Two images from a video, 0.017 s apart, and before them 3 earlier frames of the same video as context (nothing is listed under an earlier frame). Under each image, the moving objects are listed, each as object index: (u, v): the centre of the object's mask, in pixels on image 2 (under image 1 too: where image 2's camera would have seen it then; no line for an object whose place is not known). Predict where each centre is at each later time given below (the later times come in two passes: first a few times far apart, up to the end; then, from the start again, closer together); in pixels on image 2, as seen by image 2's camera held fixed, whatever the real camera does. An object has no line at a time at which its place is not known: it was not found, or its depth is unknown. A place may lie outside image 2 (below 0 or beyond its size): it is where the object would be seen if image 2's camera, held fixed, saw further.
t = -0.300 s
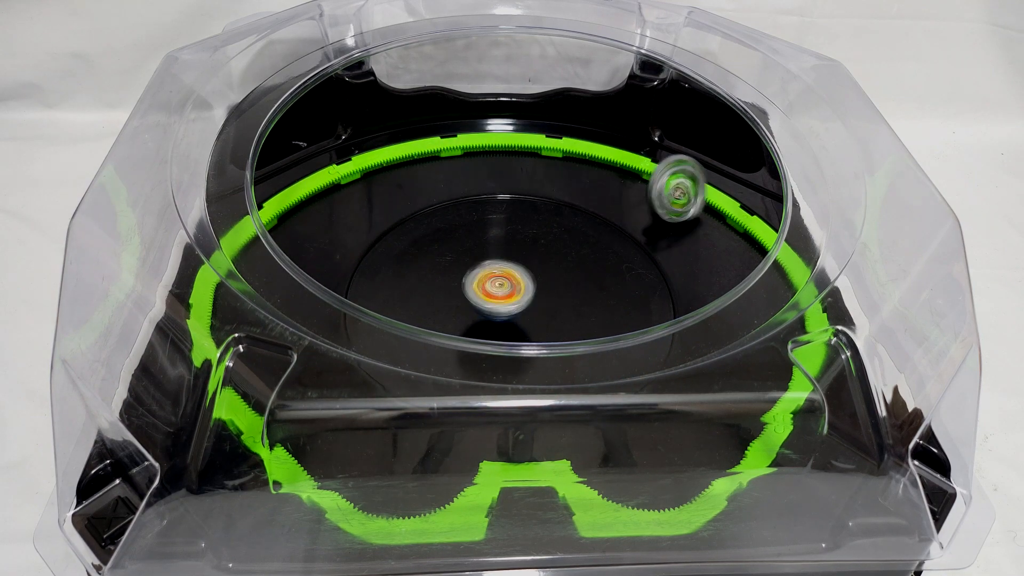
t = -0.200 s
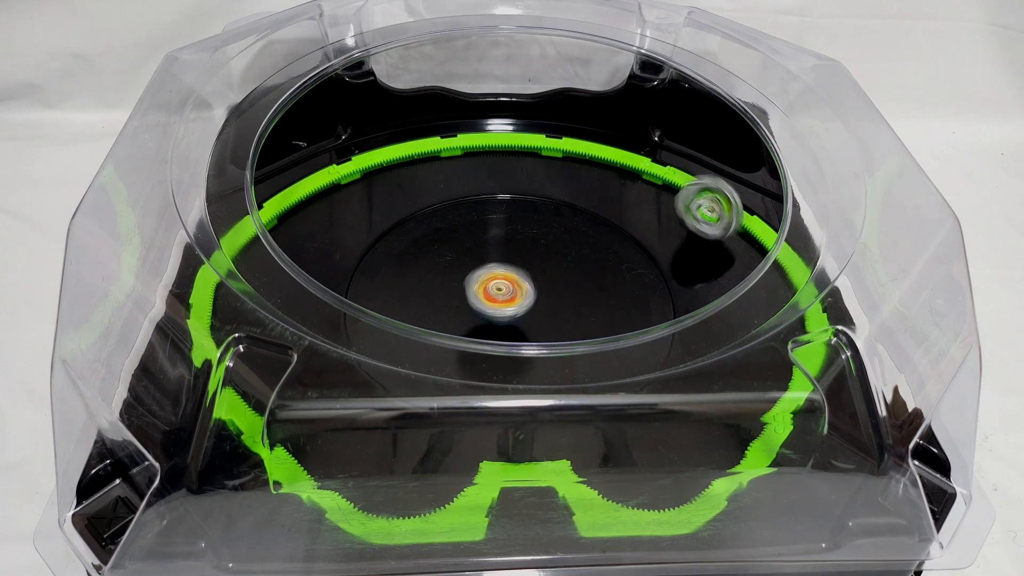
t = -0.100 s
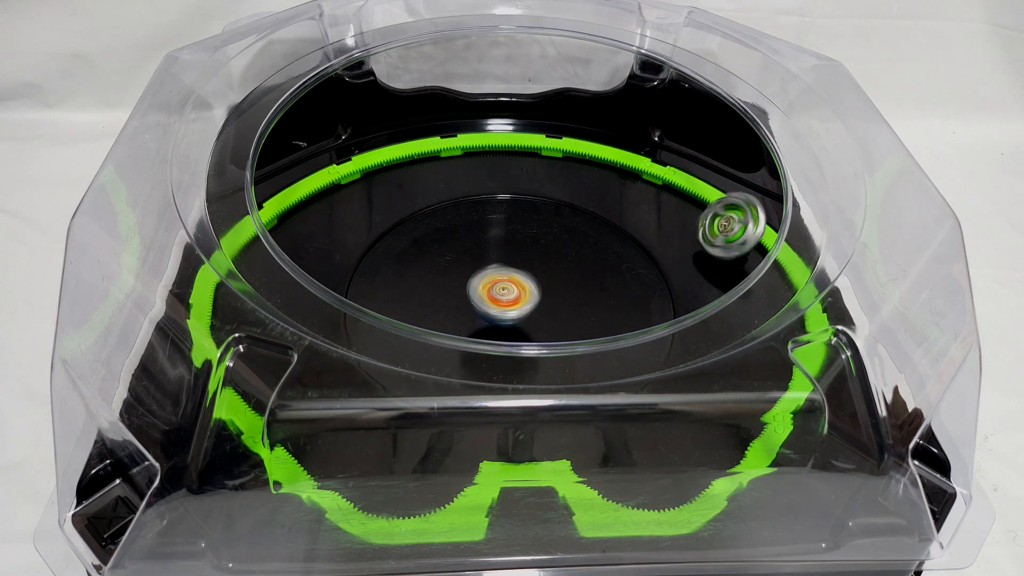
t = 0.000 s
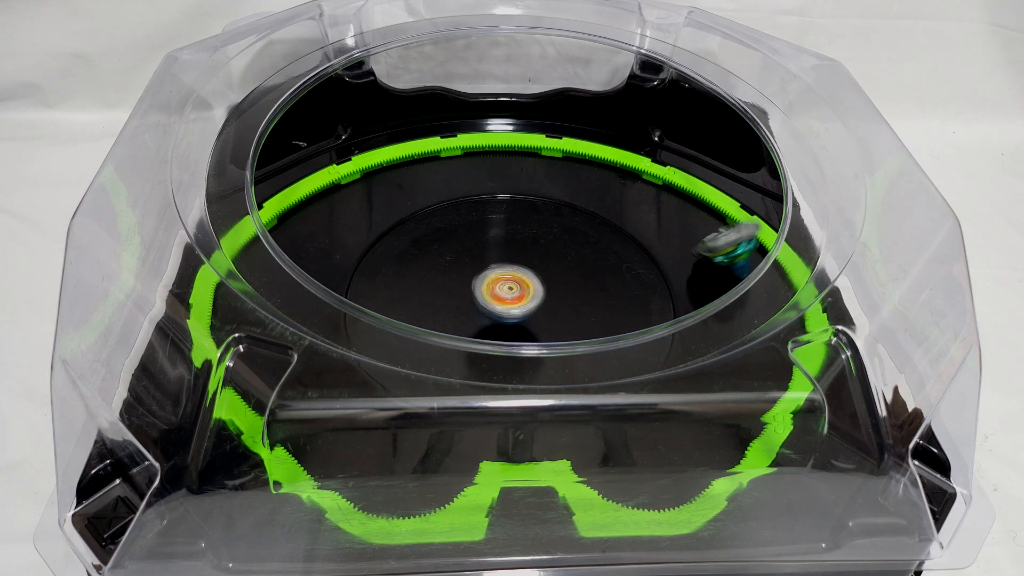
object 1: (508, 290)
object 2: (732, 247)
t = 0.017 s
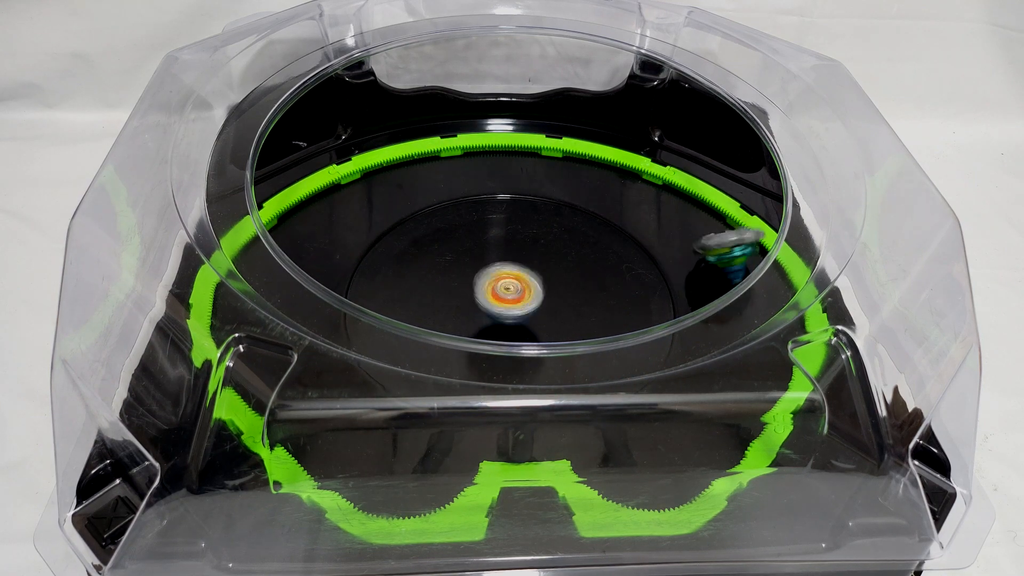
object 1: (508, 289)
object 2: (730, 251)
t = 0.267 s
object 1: (507, 279)
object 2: (723, 255)
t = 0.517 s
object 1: (497, 274)
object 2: (725, 257)
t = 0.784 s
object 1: (501, 281)
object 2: (722, 255)
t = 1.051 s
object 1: (518, 283)
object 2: (721, 256)
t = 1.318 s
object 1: (515, 277)
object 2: (720, 258)
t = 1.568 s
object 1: (502, 282)
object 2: (719, 259)
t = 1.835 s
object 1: (500, 288)
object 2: (719, 260)
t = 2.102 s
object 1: (506, 285)
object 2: (719, 260)
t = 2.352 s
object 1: (506, 278)
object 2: (719, 260)
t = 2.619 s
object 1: (501, 275)
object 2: (719, 260)
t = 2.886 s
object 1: (503, 281)
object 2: (719, 260)
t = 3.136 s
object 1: (516, 283)
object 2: (719, 260)
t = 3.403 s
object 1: (512, 281)
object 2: (719, 260)
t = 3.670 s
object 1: (499, 284)
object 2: (719, 260)
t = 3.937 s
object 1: (501, 288)
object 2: (719, 260)
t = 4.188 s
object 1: (506, 283)
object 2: (719, 260)
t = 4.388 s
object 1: (509, 278)
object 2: (719, 260)
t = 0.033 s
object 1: (508, 289)
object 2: (728, 253)
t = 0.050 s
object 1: (509, 289)
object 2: (726, 254)
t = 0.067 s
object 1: (509, 288)
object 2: (725, 253)
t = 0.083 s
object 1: (509, 287)
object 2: (723, 254)
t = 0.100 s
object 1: (508, 285)
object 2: (721, 255)
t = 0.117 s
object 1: (509, 285)
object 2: (721, 254)
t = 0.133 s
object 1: (510, 285)
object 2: (720, 254)
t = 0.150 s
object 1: (510, 283)
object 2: (719, 255)
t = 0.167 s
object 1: (510, 283)
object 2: (720, 254)
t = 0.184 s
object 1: (510, 283)
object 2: (720, 255)
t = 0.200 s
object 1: (510, 283)
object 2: (720, 255)
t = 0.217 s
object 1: (509, 281)
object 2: (721, 255)
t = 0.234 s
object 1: (507, 279)
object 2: (722, 256)
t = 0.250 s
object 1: (507, 279)
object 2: (722, 256)
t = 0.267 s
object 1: (507, 279)
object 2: (723, 255)
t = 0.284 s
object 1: (506, 278)
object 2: (724, 256)
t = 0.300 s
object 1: (506, 277)
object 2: (725, 256)
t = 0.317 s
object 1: (504, 277)
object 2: (725, 256)
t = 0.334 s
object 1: (504, 278)
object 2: (725, 257)
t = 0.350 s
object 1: (504, 277)
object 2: (725, 257)
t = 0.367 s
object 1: (503, 275)
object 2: (726, 257)
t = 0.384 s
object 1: (502, 275)
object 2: (726, 257)
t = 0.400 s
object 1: (501, 275)
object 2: (726, 257)
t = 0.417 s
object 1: (501, 275)
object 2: (726, 257)
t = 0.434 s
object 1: (500, 275)
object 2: (726, 257)
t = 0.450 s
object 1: (499, 274)
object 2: (726, 257)
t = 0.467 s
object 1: (499, 276)
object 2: (726, 257)
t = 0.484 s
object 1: (499, 274)
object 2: (726, 257)
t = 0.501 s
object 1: (498, 274)
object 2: (725, 257)
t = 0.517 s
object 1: (497, 274)
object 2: (725, 257)
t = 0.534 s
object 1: (497, 275)
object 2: (725, 256)
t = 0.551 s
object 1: (496, 275)
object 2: (725, 256)
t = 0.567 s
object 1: (496, 275)
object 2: (724, 256)
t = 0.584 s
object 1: (495, 275)
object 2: (724, 256)
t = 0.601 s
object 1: (496, 277)
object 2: (724, 255)
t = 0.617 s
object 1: (497, 277)
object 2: (723, 255)
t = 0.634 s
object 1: (496, 276)
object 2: (723, 254)
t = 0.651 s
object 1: (496, 277)
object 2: (723, 254)
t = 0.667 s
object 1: (497, 278)
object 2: (722, 254)
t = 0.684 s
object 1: (497, 279)
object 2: (722, 254)
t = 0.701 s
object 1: (497, 279)
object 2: (722, 254)
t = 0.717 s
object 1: (497, 280)
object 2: (722, 254)
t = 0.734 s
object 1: (499, 281)
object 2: (722, 254)
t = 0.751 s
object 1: (500, 280)
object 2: (722, 255)
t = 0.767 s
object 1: (500, 280)
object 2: (722, 255)
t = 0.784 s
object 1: (501, 281)
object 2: (722, 255)
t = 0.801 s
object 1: (502, 282)
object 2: (722, 255)
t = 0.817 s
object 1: (502, 282)
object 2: (722, 255)
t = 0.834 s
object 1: (503, 283)
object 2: (722, 255)
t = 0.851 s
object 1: (504, 284)
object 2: (722, 255)
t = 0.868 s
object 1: (505, 284)
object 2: (722, 254)
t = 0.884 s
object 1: (506, 283)
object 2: (722, 255)
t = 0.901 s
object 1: (507, 283)
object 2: (721, 255)
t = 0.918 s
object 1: (509, 284)
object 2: (721, 255)
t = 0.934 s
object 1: (510, 285)
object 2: (721, 255)
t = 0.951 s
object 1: (511, 284)
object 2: (721, 255)
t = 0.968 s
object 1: (512, 285)
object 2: (721, 255)
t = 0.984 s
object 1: (514, 285)
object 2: (721, 255)
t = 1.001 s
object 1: (515, 285)
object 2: (721, 255)
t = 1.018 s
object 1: (514, 283)
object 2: (721, 256)
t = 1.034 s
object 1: (516, 283)
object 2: (721, 256)
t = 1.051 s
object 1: (518, 283)
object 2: (721, 256)
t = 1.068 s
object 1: (517, 282)
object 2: (721, 256)
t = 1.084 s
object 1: (517, 282)
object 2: (721, 256)
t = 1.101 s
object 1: (518, 283)
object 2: (721, 256)
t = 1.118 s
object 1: (519, 282)
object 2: (721, 256)
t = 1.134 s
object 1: (518, 281)
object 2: (721, 256)
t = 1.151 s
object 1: (518, 281)
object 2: (720, 256)
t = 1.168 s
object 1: (519, 280)
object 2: (720, 256)
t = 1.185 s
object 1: (519, 280)
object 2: (720, 256)
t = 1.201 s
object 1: (518, 279)
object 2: (720, 257)
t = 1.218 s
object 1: (518, 279)
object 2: (720, 257)
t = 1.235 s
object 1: (518, 279)
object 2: (720, 257)
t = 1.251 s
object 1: (517, 279)
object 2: (720, 257)
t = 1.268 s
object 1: (516, 279)
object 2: (720, 257)
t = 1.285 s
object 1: (516, 279)
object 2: (720, 257)
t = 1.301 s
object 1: (516, 277)
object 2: (720, 258)
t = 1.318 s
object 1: (515, 277)
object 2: (720, 258)
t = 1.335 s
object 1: (514, 277)
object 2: (720, 258)
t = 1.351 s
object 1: (513, 278)
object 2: (720, 258)
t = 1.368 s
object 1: (512, 277)
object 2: (720, 258)
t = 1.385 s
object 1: (511, 277)
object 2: (720, 258)
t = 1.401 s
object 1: (511, 279)
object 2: (719, 258)
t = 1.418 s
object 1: (510, 278)
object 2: (719, 258)
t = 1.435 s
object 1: (508, 277)
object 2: (719, 258)
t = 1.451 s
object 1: (508, 278)
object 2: (719, 258)
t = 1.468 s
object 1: (507, 278)
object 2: (719, 258)
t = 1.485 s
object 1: (505, 278)
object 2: (719, 258)
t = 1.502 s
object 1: (504, 279)
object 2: (719, 258)
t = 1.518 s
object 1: (504, 280)
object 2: (720, 258)
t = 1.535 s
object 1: (503, 281)
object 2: (719, 258)
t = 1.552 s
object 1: (501, 281)
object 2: (719, 258)
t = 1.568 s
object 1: (502, 282)
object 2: (719, 259)
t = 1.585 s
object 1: (502, 282)
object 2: (719, 259)
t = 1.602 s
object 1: (501, 282)
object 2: (719, 259)
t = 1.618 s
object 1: (501, 283)
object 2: (719, 259)
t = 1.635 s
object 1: (501, 284)
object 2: (719, 260)
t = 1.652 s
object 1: (500, 285)
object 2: (719, 260)
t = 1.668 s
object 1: (499, 285)
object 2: (719, 260)
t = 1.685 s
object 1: (500, 287)
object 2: (719, 260)
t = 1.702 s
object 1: (501, 286)
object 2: (719, 260)
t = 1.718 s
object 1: (499, 286)
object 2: (719, 260)
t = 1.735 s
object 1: (500, 287)
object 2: (719, 260)
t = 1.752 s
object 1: (501, 288)
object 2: (719, 260)
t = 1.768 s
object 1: (500, 287)
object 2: (719, 260)
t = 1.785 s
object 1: (500, 288)
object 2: (719, 260)
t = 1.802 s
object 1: (501, 289)
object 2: (719, 260)
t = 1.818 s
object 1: (501, 290)
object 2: (719, 260)
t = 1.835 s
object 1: (500, 288)
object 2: (719, 260)
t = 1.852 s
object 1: (502, 289)
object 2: (719, 260)
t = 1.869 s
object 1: (503, 288)
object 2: (719, 260)
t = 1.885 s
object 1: (502, 289)
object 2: (719, 260)
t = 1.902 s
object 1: (503, 289)
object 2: (719, 260)
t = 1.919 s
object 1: (504, 289)
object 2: (719, 260)
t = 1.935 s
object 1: (504, 289)
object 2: (719, 260)
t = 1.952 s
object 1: (504, 289)
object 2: (719, 260)
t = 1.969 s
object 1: (506, 290)
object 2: (719, 260)
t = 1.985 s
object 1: (505, 287)
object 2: (719, 260)
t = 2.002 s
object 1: (505, 288)
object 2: (719, 260)
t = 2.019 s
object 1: (506, 288)
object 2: (719, 260)
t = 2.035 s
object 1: (506, 287)
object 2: (719, 260)
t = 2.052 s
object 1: (506, 287)
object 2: (719, 260)
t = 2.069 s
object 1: (507, 287)
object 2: (719, 260)
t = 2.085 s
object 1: (507, 286)
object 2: (719, 260)
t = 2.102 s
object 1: (506, 285)
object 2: (719, 260)
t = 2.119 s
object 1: (507, 285)
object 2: (719, 260)
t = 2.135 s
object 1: (508, 284)
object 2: (719, 260)
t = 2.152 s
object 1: (507, 284)
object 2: (719, 260)
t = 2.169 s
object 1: (508, 284)
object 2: (719, 260)
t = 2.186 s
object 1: (509, 283)
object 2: (719, 260)
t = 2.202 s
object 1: (508, 283)
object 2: (719, 260)
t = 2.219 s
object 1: (509, 283)
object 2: (719, 260)
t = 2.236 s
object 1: (509, 282)
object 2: (719, 260)
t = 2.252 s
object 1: (508, 281)
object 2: (719, 260)
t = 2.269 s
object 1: (508, 280)
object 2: (719, 260)
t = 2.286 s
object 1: (509, 279)
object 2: (719, 260)
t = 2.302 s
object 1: (508, 278)
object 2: (719, 260)
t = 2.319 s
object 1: (507, 278)
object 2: (719, 260)
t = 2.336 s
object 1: (507, 278)
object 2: (719, 260)
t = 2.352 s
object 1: (506, 278)
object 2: (719, 260)
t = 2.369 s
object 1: (505, 278)
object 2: (719, 260)
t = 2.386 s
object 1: (506, 277)
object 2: (719, 260)
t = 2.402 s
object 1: (505, 276)
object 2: (719, 260)
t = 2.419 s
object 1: (505, 276)
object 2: (719, 260)
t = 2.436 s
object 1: (505, 276)
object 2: (719, 260)
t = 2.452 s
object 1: (504, 275)
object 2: (719, 260)
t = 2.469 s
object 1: (503, 275)
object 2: (719, 260)
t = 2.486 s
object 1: (504, 276)
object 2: (719, 260)
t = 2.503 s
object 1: (503, 275)
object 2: (719, 260)
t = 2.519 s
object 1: (502, 276)
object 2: (719, 260)
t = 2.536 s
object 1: (503, 275)
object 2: (719, 260)
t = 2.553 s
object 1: (502, 275)
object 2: (719, 260)
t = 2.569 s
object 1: (502, 275)
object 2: (719, 260)
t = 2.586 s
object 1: (502, 275)
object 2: (719, 260)
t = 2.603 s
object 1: (501, 275)
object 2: (719, 260)
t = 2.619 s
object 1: (501, 275)
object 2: (719, 260)
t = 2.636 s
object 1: (501, 276)
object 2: (719, 260)
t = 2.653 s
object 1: (501, 276)
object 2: (719, 260)
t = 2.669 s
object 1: (500, 276)
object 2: (719, 260)
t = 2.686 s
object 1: (501, 277)
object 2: (719, 260)
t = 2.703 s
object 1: (501, 276)
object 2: (719, 260)
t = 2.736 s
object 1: (500, 277)
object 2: (719, 260)
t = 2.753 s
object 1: (501, 278)
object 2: (719, 260)
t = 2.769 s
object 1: (501, 278)
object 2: (719, 260)
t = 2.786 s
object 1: (501, 278)
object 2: (719, 260)
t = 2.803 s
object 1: (502, 279)
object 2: (719, 260)
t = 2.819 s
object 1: (501, 280)
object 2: (719, 260)
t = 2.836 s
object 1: (502, 279)
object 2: (719, 260)
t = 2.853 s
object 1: (504, 280)
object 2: (719, 260)
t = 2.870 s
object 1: (503, 280)
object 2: (719, 260)
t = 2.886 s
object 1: (503, 281)
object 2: (719, 260)
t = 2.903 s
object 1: (504, 281)
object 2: (719, 260)
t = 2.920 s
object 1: (505, 281)
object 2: (719, 260)
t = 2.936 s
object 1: (505, 283)
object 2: (719, 260)
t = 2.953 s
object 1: (507, 283)
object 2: (719, 260)
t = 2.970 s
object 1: (506, 283)
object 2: (719, 260)
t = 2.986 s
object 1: (508, 283)
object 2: (719, 260)
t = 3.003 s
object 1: (510, 283)
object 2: (719, 260)
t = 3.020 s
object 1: (509, 284)
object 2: (719, 260)
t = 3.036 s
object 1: (511, 284)
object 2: (719, 260)
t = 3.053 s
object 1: (512, 284)
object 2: (719, 260)
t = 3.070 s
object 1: (512, 284)
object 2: (719, 260)
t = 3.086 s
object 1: (514, 285)
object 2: (719, 260)
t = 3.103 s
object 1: (514, 284)
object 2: (719, 260)
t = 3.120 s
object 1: (514, 284)
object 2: (719, 260)
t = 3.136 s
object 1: (516, 283)
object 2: (719, 260)
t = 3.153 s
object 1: (516, 283)
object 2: (719, 260)
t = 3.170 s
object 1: (516, 283)
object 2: (719, 260)
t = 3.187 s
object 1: (517, 283)
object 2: (719, 260)
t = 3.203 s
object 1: (517, 282)
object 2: (719, 260)
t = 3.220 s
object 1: (516, 283)
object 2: (719, 260)
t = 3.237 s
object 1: (517, 282)
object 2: (719, 260)
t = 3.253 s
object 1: (516, 281)
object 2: (719, 260)
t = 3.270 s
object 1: (516, 282)
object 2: (719, 260)
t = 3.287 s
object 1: (517, 281)
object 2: (719, 260)
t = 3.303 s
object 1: (515, 280)
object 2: (719, 260)
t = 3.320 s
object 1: (516, 280)
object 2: (719, 260)
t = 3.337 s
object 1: (514, 280)
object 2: (719, 260)
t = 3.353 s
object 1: (514, 279)
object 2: (719, 260)
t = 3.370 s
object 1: (514, 280)
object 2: (719, 260)
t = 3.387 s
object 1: (512, 279)
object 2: (719, 260)
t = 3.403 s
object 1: (512, 281)
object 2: (719, 260)
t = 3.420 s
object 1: (512, 279)
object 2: (719, 260)
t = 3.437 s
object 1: (509, 279)
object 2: (719, 260)
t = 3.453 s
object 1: (509, 279)
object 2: (719, 260)
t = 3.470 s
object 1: (508, 279)
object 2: (719, 260)
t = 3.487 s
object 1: (506, 279)
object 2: (719, 260)
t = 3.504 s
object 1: (506, 280)
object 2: (719, 260)
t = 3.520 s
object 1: (505, 281)
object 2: (719, 260)
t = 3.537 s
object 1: (503, 281)
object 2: (719, 260)
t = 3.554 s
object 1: (504, 282)
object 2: (719, 260)
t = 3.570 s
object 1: (501, 281)
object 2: (719, 260)
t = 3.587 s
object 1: (502, 282)
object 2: (719, 260)
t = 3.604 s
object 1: (502, 283)
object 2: (719, 260)
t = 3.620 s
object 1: (501, 283)
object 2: (719, 260)
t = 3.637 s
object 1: (501, 284)
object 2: (719, 260)
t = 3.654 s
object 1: (500, 284)
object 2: (719, 260)
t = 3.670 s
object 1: (499, 284)
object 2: (719, 260)
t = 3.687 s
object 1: (500, 285)
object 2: (719, 260)
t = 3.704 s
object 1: (498, 284)
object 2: (719, 260)
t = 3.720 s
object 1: (499, 285)
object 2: (719, 260)
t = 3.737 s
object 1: (500, 285)
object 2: (719, 260)
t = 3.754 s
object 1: (499, 285)
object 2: (719, 260)
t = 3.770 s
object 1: (499, 287)
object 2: (719, 260)
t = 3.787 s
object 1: (499, 286)
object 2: (719, 260)
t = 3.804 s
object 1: (498, 287)
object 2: (719, 260)
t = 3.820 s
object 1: (499, 287)
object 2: (719, 260)
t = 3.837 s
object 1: (499, 287)
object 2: (719, 260)
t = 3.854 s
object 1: (499, 289)
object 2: (719, 260)
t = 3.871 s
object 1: (500, 289)
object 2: (719, 260)
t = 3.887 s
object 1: (499, 287)
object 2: (719, 260)
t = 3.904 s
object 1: (501, 287)
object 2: (719, 260)
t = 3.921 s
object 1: (500, 288)
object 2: (719, 260)
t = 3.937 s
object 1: (501, 288)
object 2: (719, 260)
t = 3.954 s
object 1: (501, 288)
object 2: (719, 260)
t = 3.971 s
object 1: (501, 287)
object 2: (719, 260)
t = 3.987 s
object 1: (502, 289)
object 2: (719, 260)
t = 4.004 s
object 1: (502, 287)
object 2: (719, 260)
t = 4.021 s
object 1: (502, 287)
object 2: (719, 260)
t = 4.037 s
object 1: (504, 286)
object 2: (719, 260)
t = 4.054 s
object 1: (503, 285)
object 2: (719, 260)
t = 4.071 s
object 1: (504, 286)
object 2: (719, 260)
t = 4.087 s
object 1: (504, 286)
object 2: (719, 260)
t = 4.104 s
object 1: (504, 285)
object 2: (719, 260)
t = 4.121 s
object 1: (505, 285)
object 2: (719, 260)
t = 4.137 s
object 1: (504, 284)
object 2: (719, 260)
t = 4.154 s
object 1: (505, 285)
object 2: (719, 260)
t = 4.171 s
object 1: (507, 284)
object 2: (719, 260)
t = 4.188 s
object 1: (506, 283)
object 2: (719, 260)
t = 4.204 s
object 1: (507, 284)
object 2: (719, 260)
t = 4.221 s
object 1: (507, 282)
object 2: (719, 260)
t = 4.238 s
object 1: (507, 282)
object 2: (719, 260)
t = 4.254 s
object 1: (508, 282)
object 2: (719, 260)
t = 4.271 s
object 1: (508, 281)
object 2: (719, 260)
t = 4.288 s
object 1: (509, 282)
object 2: (719, 260)
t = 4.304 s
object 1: (509, 281)
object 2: (719, 260)
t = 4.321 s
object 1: (509, 281)
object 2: (719, 260)
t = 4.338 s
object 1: (510, 280)
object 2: (719, 260)
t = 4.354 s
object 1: (509, 279)
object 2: (719, 260)
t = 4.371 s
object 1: (509, 279)
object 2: (719, 260)
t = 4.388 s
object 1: (509, 278)
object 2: (719, 260)
